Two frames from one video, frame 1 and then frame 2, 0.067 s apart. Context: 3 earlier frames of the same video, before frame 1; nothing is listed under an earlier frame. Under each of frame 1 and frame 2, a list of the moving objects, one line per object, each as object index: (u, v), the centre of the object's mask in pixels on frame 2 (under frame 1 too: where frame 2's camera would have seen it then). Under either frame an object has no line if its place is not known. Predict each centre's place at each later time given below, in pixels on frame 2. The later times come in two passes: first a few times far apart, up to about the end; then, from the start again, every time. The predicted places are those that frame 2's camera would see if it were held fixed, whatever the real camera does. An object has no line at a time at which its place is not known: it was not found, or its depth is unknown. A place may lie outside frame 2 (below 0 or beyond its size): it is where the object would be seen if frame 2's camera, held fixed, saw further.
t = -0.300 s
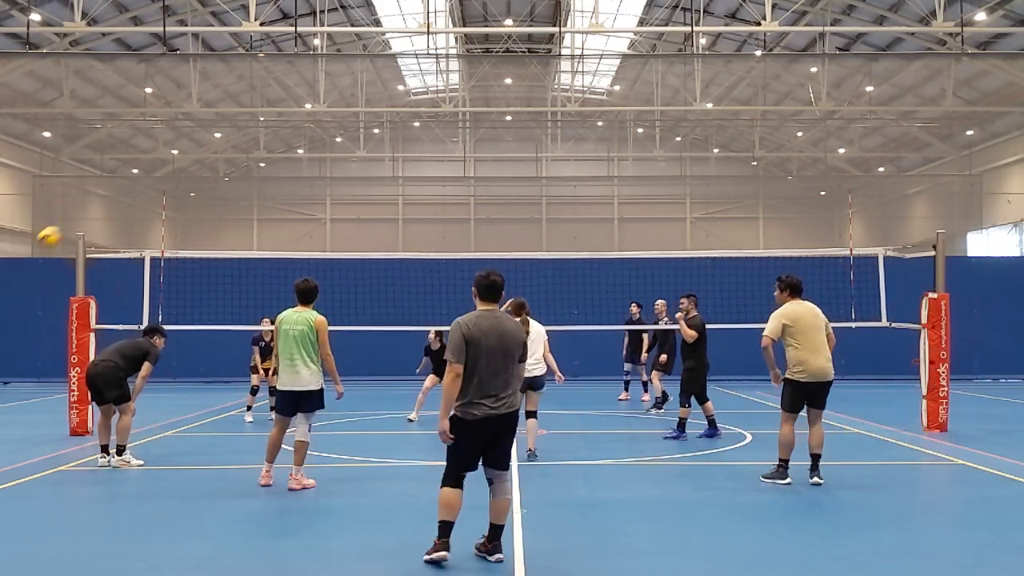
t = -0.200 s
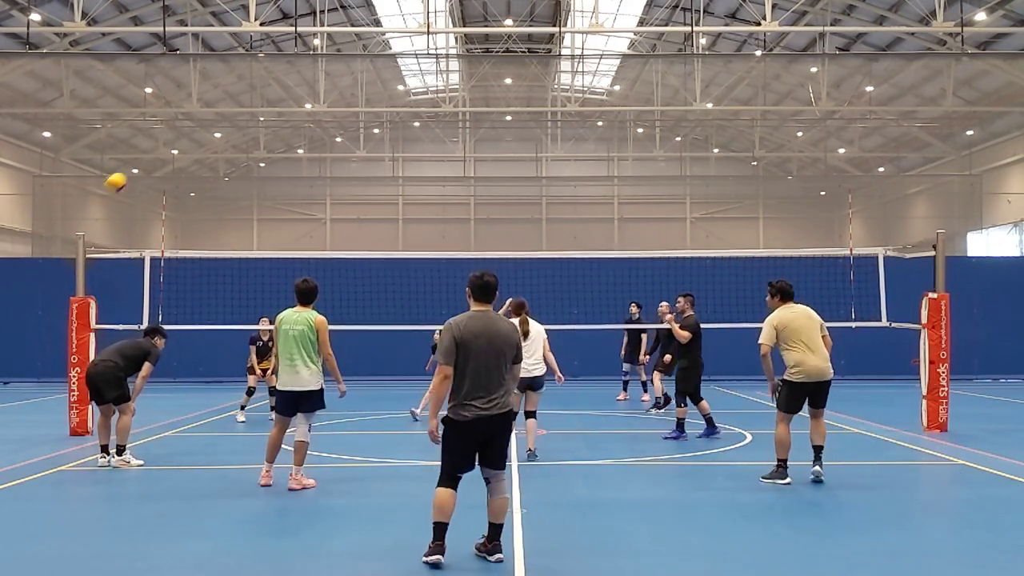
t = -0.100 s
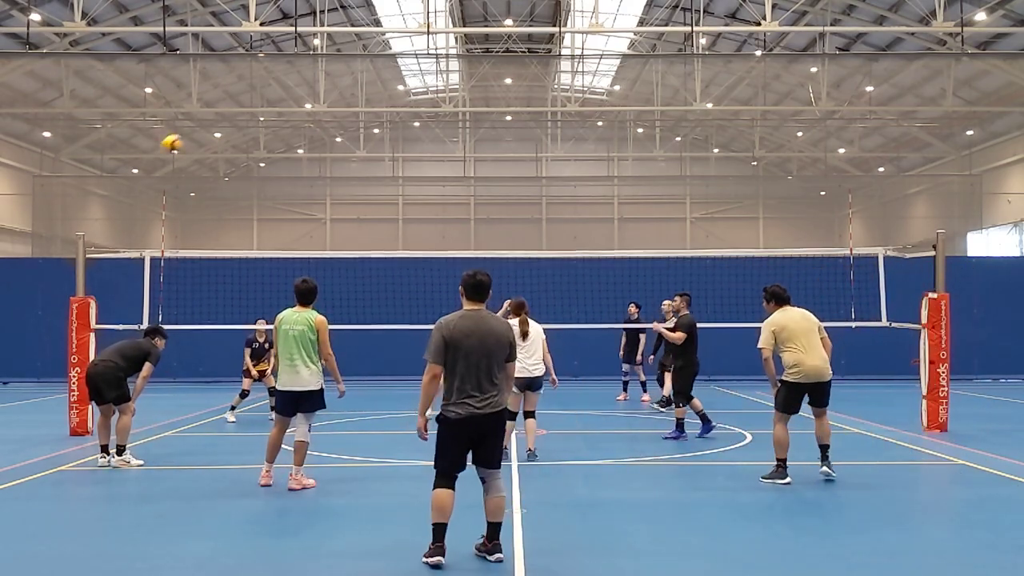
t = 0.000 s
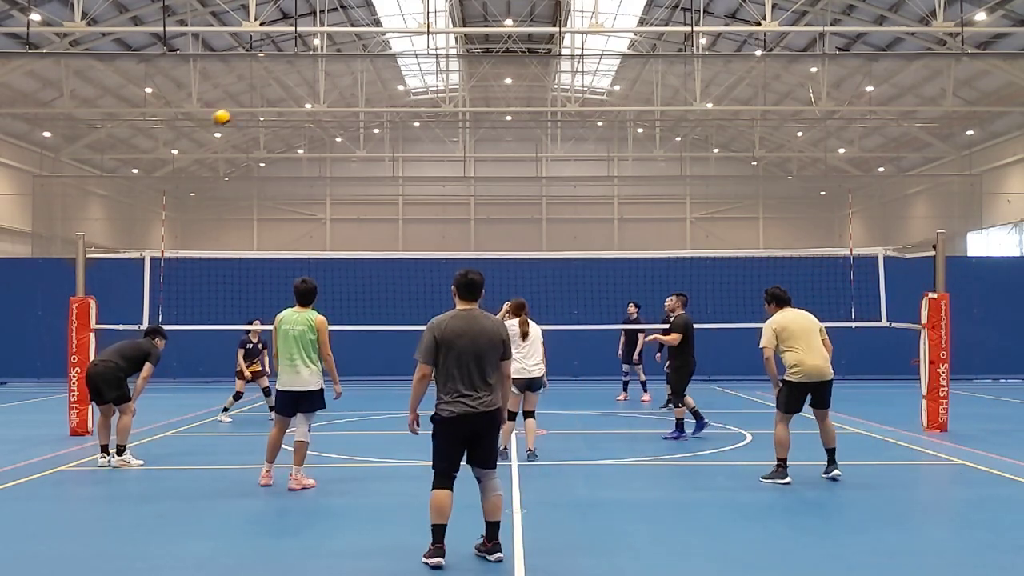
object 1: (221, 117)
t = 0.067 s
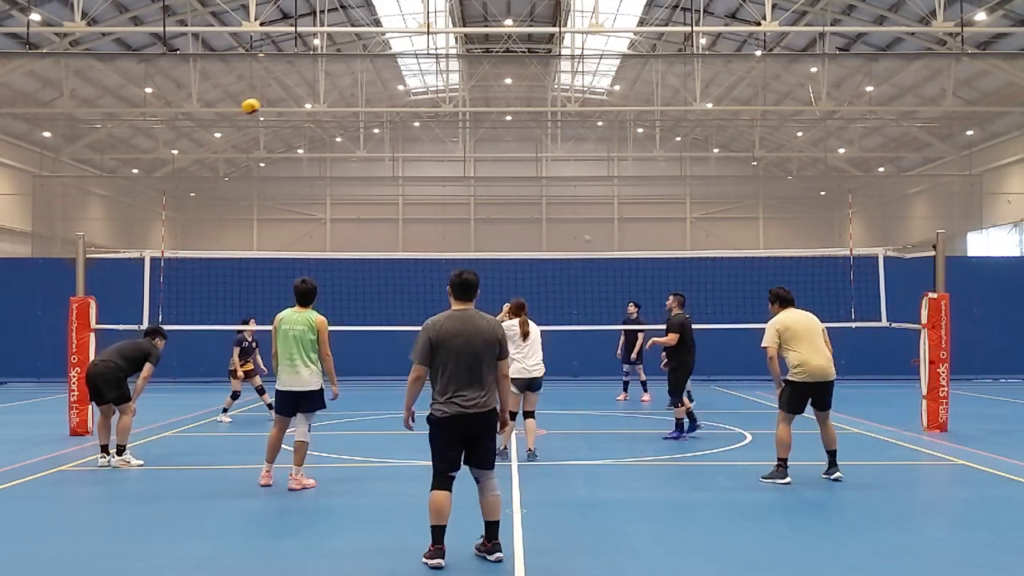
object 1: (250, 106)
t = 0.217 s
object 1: (308, 96)
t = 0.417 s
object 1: (369, 106)
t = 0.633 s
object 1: (421, 141)
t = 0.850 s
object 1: (464, 194)
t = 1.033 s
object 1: (494, 248)
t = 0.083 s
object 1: (257, 103)
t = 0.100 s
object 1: (264, 102)
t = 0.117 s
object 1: (270, 100)
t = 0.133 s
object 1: (277, 99)
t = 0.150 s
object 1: (283, 98)
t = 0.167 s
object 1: (289, 97)
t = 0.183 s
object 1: (297, 96)
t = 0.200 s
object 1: (302, 96)
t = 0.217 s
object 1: (308, 96)
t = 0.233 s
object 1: (313, 96)
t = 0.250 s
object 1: (319, 96)
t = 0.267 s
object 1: (324, 96)
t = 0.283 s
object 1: (330, 97)
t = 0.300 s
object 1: (335, 97)
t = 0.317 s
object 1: (340, 98)
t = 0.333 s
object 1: (345, 99)
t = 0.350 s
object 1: (350, 100)
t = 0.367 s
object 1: (355, 101)
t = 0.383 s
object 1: (359, 103)
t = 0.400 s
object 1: (364, 105)
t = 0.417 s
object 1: (369, 106)
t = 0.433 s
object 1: (374, 108)
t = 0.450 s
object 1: (378, 110)
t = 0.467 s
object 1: (383, 113)
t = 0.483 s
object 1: (387, 116)
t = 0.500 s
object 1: (390, 118)
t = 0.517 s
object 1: (395, 120)
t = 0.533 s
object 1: (399, 122)
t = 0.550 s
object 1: (403, 125)
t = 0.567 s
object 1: (407, 128)
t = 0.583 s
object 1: (410, 131)
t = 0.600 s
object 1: (414, 134)
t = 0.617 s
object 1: (418, 138)
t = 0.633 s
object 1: (421, 141)
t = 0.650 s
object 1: (425, 145)
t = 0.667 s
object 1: (428, 149)
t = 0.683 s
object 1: (432, 152)
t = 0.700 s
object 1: (436, 156)
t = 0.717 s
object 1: (440, 160)
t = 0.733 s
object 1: (442, 165)
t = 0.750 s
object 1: (445, 169)
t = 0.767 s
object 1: (449, 172)
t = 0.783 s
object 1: (453, 177)
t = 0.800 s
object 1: (455, 181)
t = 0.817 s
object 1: (458, 186)
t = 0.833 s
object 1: (461, 190)
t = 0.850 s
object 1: (464, 194)
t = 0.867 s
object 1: (467, 198)
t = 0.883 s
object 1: (470, 204)
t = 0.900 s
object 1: (473, 209)
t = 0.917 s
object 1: (475, 214)
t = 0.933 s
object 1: (478, 219)
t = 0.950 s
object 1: (481, 224)
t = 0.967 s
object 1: (484, 229)
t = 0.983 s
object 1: (486, 235)
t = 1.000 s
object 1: (488, 240)
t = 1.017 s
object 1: (491, 245)
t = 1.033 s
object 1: (494, 248)
